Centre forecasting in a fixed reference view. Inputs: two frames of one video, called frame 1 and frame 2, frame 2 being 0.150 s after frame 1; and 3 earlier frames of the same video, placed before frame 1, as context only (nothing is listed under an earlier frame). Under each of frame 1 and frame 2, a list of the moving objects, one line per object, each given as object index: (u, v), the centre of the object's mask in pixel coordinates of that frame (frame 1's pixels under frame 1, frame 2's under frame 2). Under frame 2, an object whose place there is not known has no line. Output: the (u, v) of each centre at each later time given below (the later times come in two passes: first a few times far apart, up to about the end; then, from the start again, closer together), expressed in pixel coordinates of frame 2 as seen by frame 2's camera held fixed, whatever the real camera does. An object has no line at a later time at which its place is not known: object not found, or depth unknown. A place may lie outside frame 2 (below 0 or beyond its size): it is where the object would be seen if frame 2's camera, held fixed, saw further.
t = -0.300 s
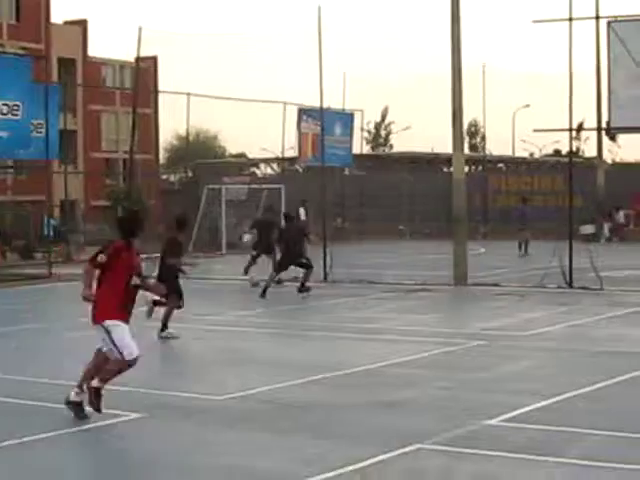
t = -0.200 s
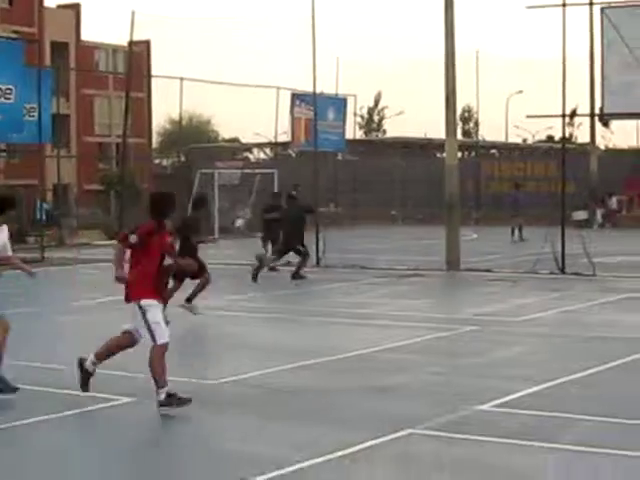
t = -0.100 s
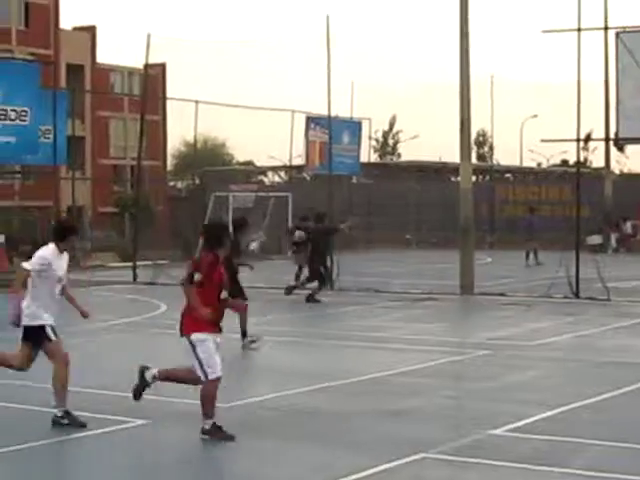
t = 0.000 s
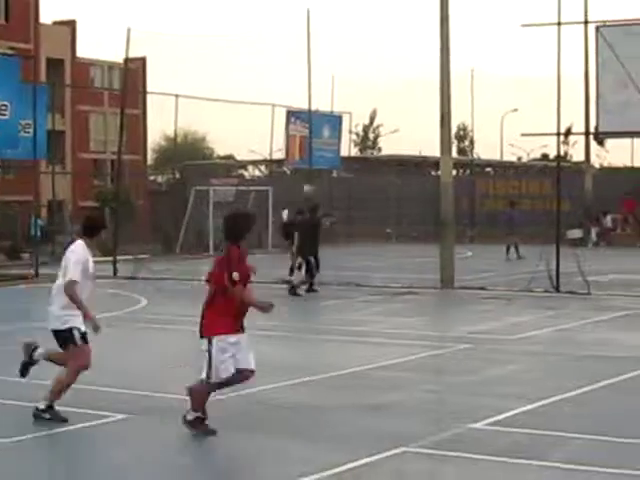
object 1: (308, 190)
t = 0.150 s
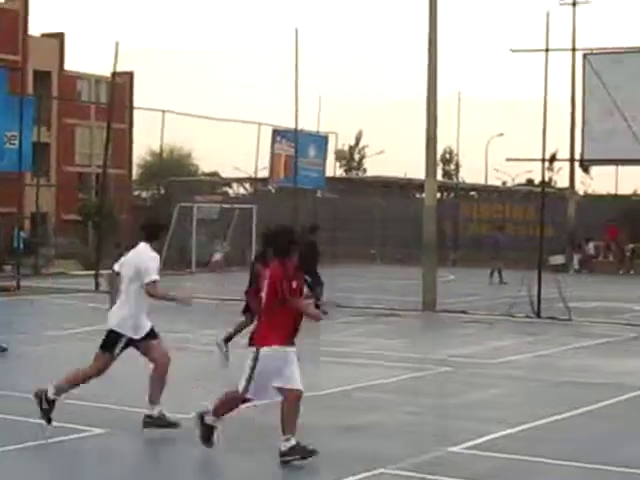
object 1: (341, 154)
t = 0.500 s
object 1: (493, 40)
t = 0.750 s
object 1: (652, -16)
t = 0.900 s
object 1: (780, -32)
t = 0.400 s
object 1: (443, 70)
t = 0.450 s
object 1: (467, 55)
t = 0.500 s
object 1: (493, 40)
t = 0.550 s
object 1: (521, 27)
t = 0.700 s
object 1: (616, -7)
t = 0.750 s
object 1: (652, -16)
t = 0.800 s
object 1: (692, -23)
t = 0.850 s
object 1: (735, -29)
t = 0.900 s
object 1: (780, -32)
